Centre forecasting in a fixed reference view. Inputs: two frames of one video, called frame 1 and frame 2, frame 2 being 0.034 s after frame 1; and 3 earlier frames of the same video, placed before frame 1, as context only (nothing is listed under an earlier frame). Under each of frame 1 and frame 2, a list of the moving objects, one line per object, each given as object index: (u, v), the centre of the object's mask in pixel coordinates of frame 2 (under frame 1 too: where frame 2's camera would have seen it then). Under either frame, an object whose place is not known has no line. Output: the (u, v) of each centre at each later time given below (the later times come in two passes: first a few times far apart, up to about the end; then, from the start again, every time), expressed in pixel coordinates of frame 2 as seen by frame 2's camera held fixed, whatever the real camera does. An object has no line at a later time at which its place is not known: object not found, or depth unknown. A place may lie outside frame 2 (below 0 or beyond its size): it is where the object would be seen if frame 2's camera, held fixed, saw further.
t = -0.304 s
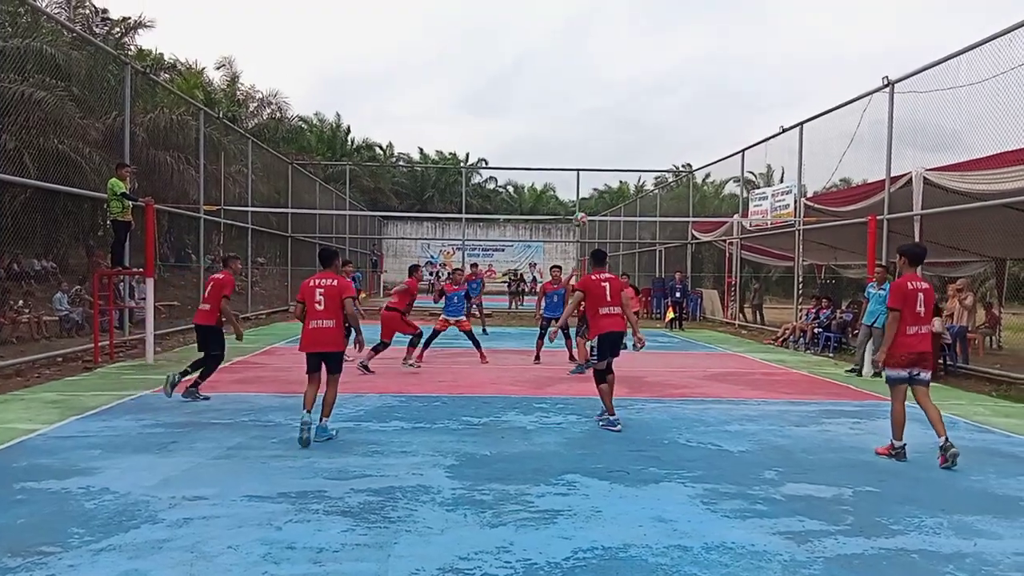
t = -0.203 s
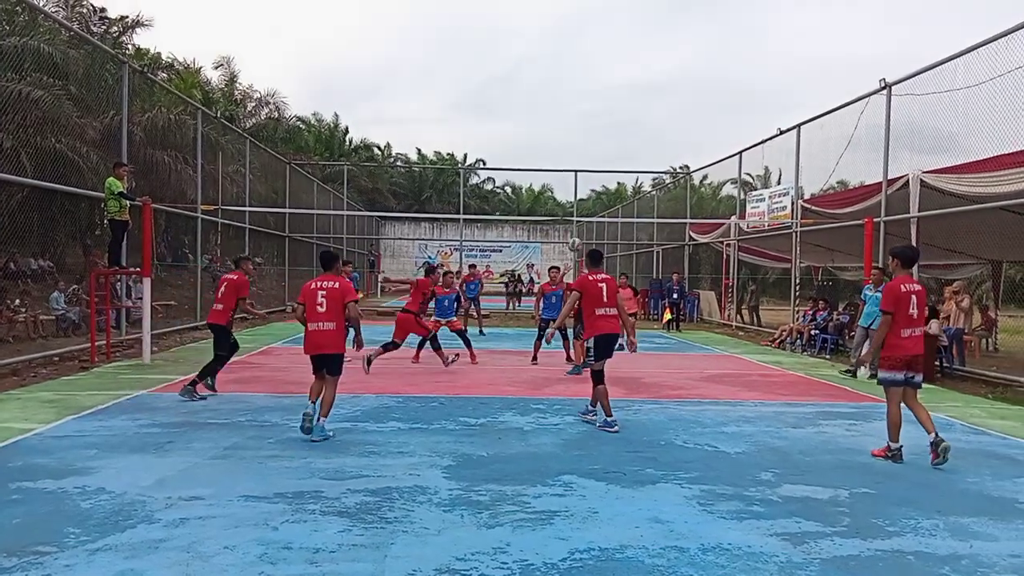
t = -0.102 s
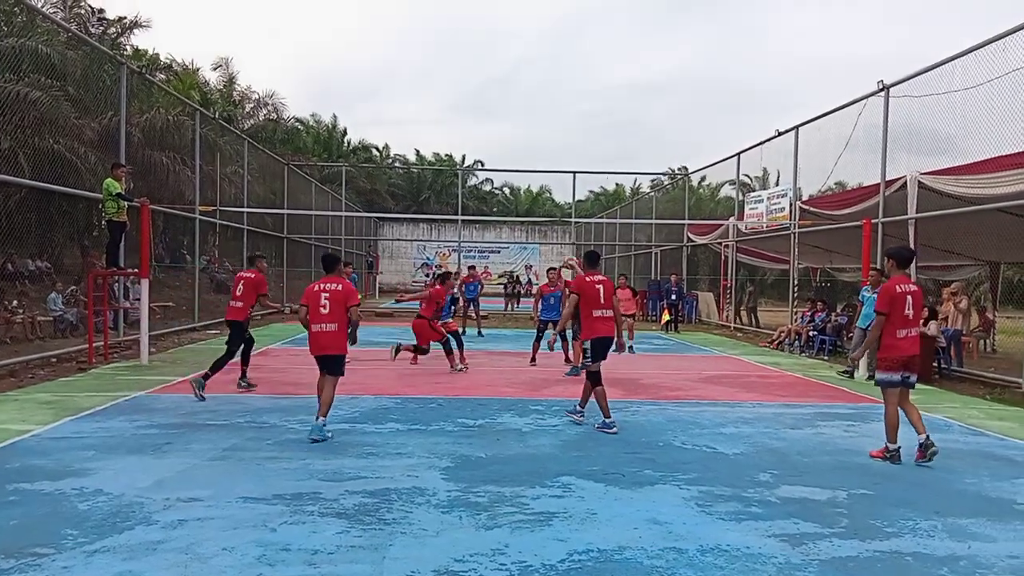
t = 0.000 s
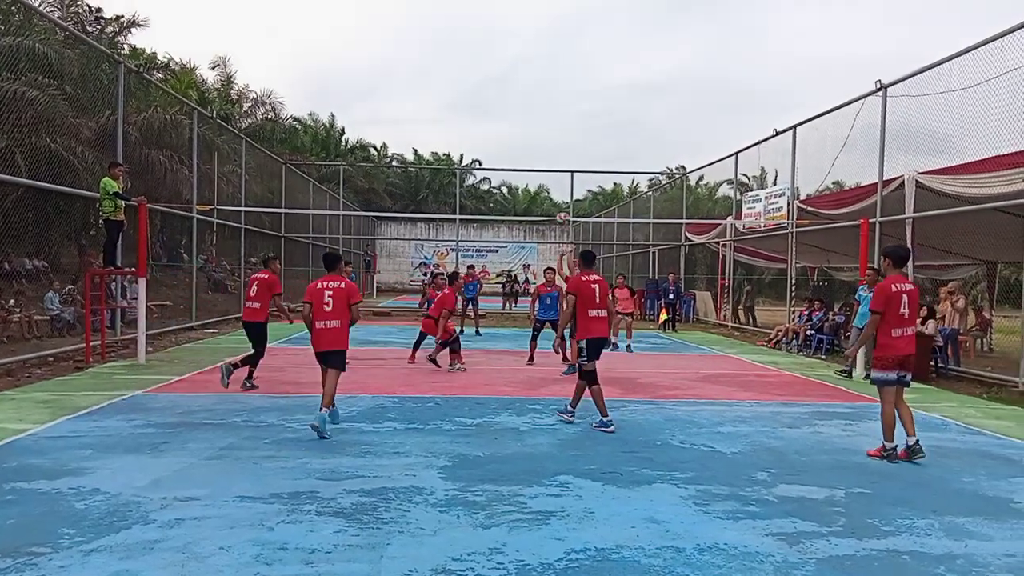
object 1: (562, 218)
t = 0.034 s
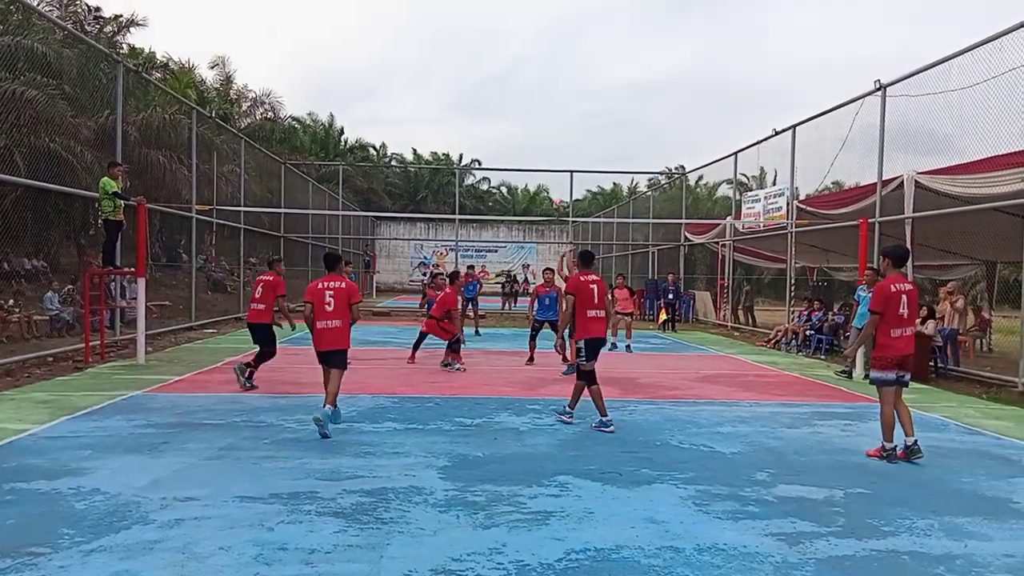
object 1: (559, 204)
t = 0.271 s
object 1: (542, 134)
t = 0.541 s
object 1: (521, 99)
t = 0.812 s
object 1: (499, 111)
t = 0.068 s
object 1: (557, 193)
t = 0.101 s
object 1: (555, 181)
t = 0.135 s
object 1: (552, 170)
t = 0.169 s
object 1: (550, 160)
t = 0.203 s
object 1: (547, 151)
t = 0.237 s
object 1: (545, 142)
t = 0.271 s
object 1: (542, 134)
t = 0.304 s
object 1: (540, 127)
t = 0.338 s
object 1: (537, 120)
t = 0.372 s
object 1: (534, 115)
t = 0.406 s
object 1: (532, 110)
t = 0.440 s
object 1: (529, 107)
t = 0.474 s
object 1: (526, 103)
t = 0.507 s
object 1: (523, 101)
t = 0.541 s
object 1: (521, 99)
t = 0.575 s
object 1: (518, 98)
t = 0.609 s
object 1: (515, 98)
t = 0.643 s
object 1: (512, 98)
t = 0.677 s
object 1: (510, 100)
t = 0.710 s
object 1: (507, 101)
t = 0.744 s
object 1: (504, 104)
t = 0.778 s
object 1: (502, 107)
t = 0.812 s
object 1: (499, 111)
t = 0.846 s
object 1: (496, 116)
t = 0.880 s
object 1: (493, 121)
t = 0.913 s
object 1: (491, 128)
